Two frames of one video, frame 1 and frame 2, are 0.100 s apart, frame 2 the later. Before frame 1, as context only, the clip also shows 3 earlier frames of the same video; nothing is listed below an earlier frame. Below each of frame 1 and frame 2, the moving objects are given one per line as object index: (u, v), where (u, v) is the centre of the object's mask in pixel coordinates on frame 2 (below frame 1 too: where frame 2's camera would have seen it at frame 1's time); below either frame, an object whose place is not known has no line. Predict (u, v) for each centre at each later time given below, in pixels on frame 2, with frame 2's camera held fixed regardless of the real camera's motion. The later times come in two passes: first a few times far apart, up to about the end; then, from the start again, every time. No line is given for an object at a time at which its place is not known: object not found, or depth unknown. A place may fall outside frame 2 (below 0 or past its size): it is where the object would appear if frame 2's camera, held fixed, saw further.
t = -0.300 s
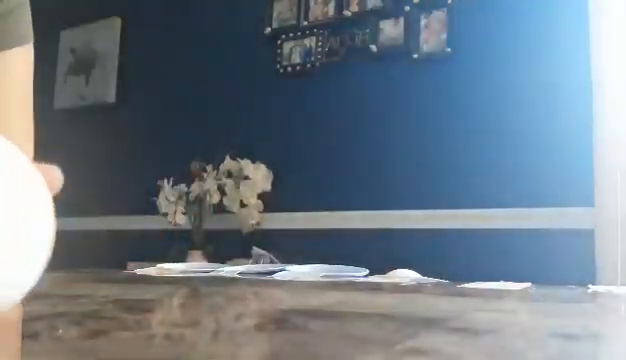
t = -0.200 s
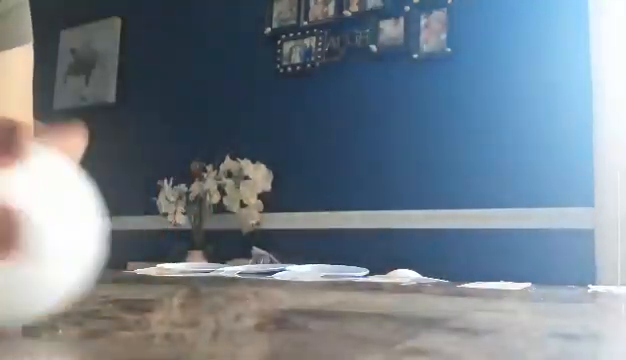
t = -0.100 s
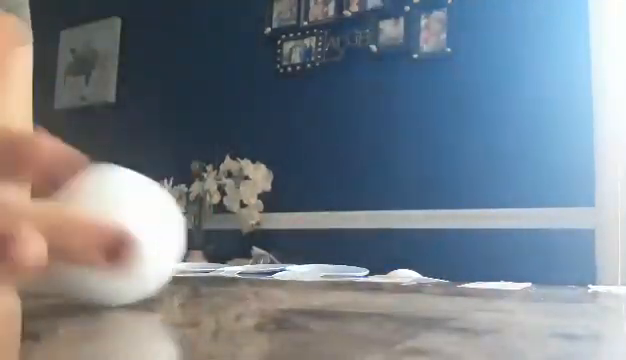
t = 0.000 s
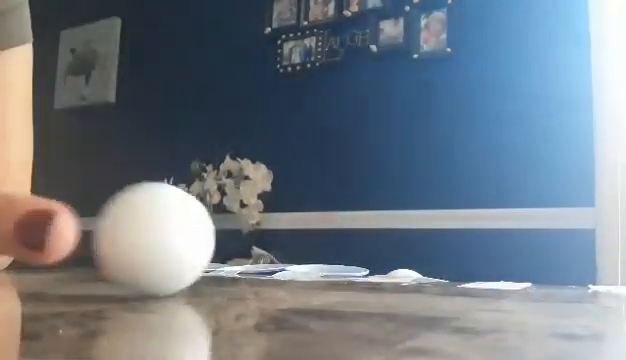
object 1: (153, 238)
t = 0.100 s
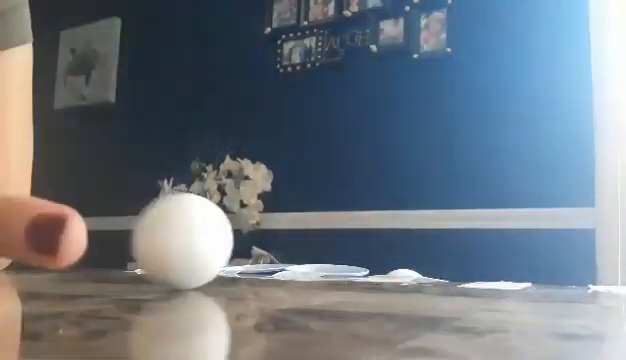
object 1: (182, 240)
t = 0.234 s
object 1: (208, 242)
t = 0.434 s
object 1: (230, 244)
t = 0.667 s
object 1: (243, 242)
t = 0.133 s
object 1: (190, 241)
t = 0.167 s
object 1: (196, 242)
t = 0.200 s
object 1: (202, 242)
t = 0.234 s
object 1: (208, 242)
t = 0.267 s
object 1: (213, 242)
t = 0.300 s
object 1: (217, 243)
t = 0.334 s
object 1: (221, 243)
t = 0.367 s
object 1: (224, 244)
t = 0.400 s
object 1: (228, 244)
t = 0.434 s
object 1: (230, 244)
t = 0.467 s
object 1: (233, 244)
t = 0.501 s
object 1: (235, 244)
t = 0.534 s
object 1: (236, 244)
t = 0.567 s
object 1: (238, 245)
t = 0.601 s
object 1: (240, 245)
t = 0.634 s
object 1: (242, 242)
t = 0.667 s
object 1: (243, 242)
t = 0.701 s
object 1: (245, 242)
